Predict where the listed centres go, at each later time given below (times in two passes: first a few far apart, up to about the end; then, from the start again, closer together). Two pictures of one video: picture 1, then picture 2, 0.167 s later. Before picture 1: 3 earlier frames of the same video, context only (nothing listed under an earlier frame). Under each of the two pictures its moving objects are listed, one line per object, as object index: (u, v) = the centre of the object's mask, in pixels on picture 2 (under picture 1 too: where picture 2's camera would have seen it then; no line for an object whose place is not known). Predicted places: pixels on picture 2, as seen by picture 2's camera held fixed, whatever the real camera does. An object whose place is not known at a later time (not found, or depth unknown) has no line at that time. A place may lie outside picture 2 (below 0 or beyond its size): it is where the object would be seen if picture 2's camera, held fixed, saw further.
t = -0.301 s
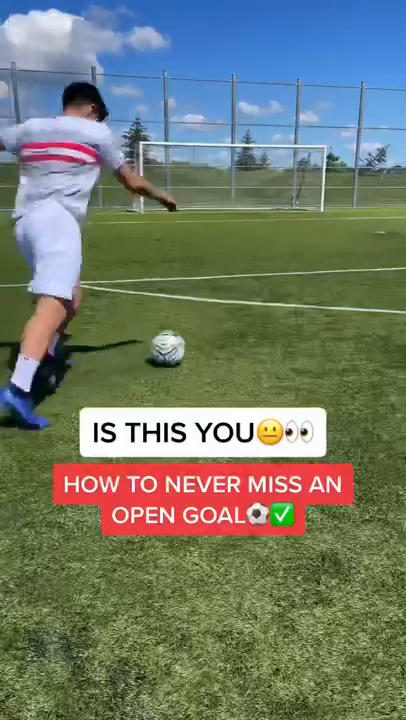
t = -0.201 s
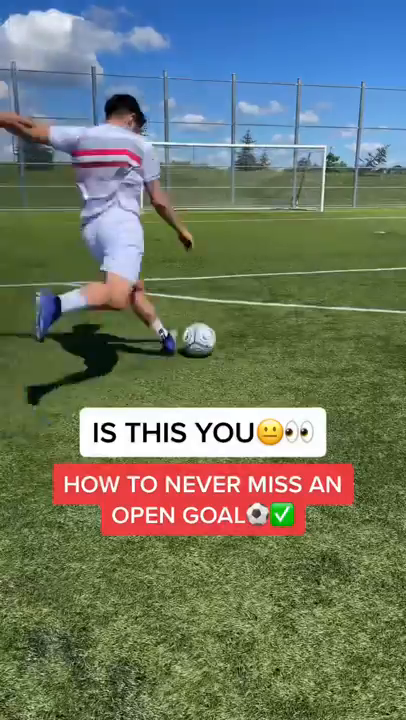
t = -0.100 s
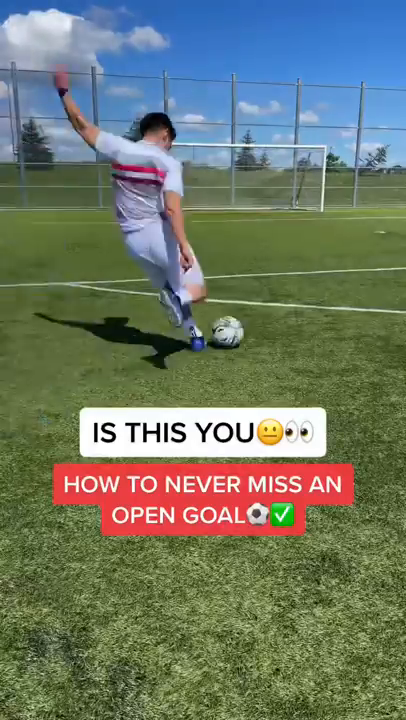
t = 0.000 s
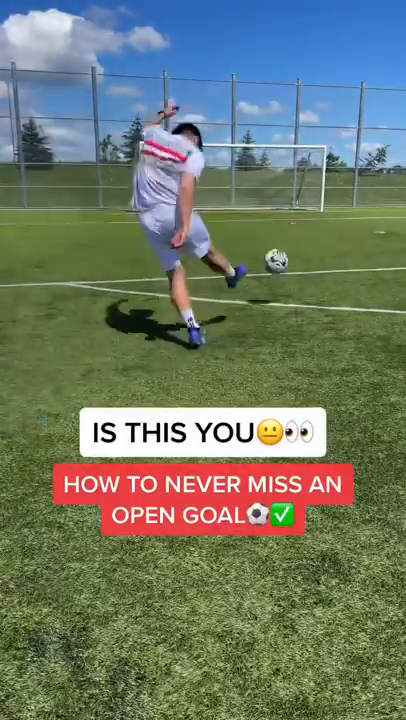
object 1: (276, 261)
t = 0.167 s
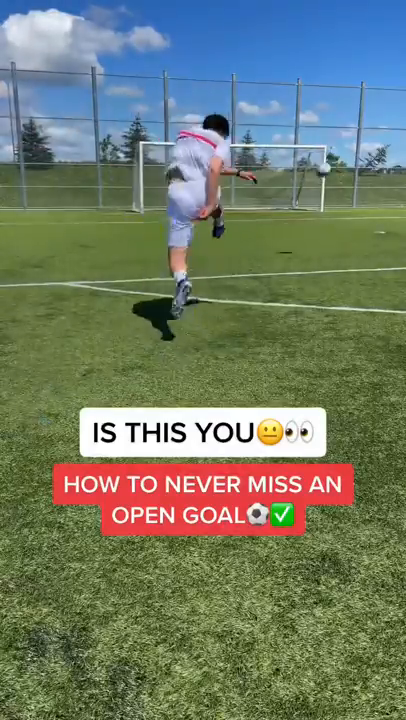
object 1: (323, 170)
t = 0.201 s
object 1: (327, 159)
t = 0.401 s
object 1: (344, 133)
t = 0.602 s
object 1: (353, 121)
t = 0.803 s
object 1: (357, 120)
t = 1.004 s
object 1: (361, 126)
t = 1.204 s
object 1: (361, 136)
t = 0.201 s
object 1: (327, 159)
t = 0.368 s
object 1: (341, 137)
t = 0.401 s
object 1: (344, 133)
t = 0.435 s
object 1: (345, 130)
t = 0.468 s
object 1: (347, 128)
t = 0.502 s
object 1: (349, 126)
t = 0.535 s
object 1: (350, 124)
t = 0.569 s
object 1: (352, 122)
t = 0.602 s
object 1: (353, 121)
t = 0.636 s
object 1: (354, 120)
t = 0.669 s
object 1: (355, 120)
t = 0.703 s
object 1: (356, 120)
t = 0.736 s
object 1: (356, 119)
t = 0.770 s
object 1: (357, 120)
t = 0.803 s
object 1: (357, 120)
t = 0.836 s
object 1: (358, 121)
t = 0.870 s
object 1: (358, 121)
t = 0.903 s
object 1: (359, 122)
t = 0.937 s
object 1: (360, 124)
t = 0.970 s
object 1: (360, 124)
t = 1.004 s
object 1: (361, 126)
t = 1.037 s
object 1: (361, 128)
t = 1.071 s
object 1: (361, 129)
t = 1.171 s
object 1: (362, 134)
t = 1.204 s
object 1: (361, 136)
